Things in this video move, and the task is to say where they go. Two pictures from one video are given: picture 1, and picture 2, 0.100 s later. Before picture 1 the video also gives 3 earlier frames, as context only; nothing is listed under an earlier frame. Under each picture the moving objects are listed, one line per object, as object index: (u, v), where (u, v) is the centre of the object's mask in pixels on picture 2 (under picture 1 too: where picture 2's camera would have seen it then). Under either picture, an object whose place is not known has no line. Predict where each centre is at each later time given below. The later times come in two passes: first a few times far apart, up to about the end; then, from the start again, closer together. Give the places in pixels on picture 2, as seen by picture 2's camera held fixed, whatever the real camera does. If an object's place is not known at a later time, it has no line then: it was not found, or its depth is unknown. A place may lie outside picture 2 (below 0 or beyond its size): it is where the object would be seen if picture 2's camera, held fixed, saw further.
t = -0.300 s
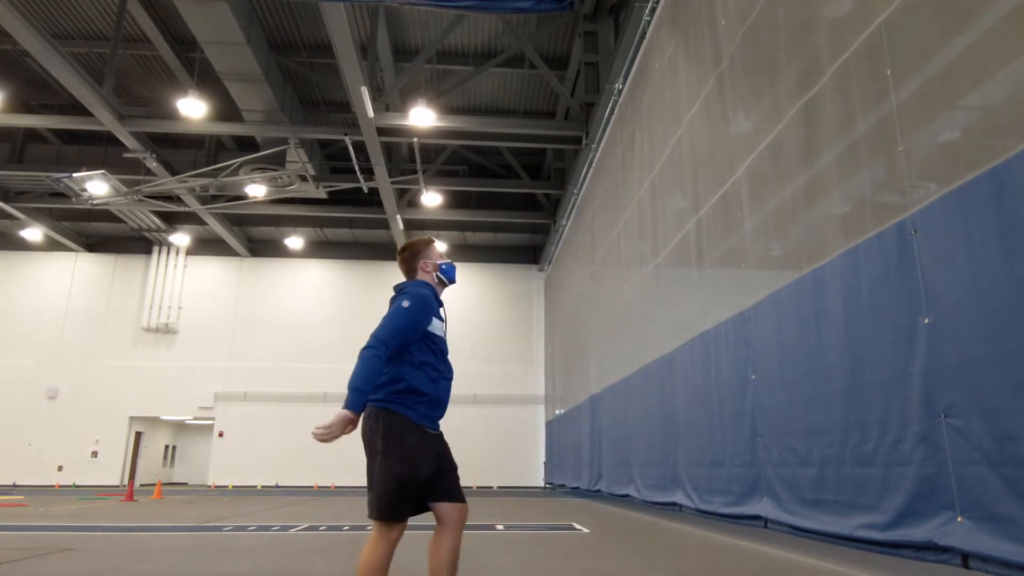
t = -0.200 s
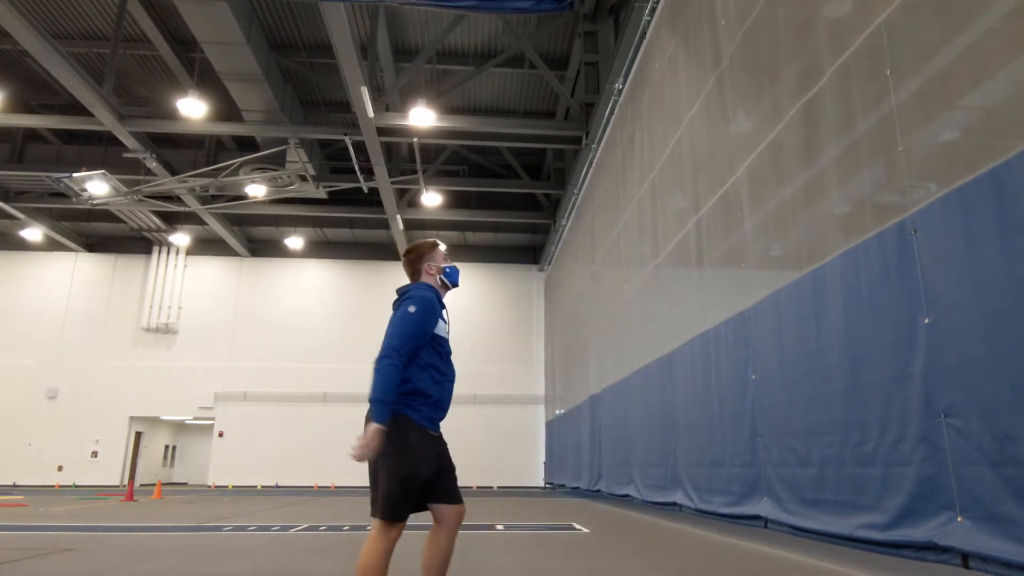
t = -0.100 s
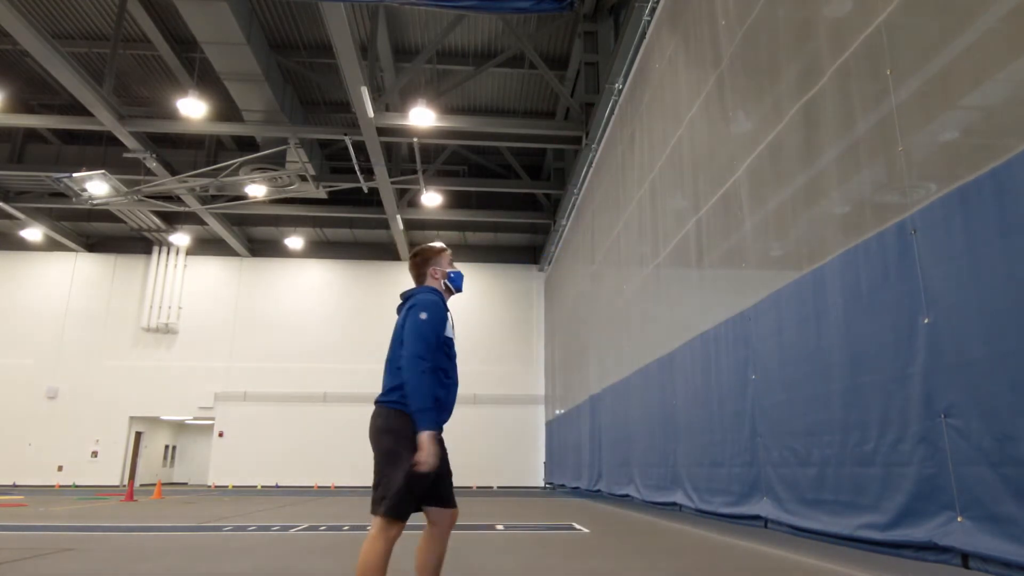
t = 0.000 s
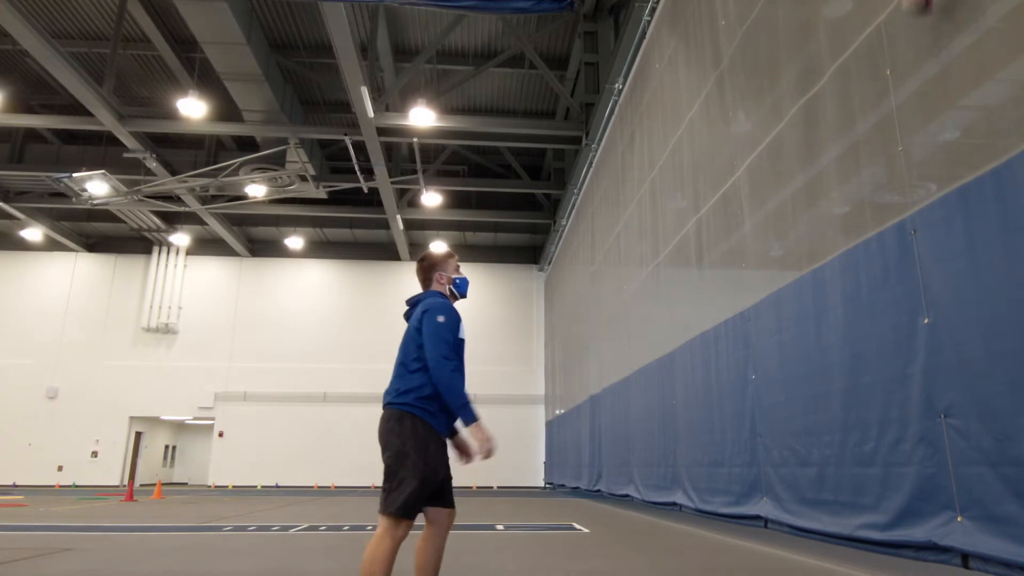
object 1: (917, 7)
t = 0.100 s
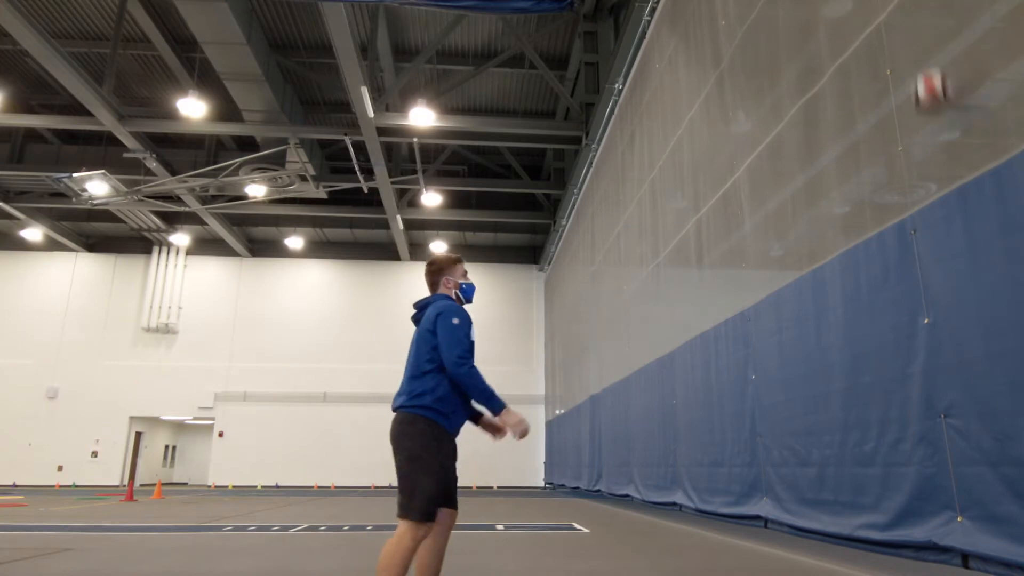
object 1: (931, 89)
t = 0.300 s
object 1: (967, 355)
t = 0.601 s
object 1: (966, 412)
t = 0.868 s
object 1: (921, 222)
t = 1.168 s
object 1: (895, 151)
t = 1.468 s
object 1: (888, 214)
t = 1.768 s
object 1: (904, 445)
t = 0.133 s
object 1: (934, 127)
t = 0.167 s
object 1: (940, 167)
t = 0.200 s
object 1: (947, 210)
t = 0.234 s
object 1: (953, 254)
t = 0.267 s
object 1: (960, 304)
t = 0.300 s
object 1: (967, 355)
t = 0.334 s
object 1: (974, 412)
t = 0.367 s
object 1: (985, 473)
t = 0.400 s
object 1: (998, 541)
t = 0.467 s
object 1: (999, 559)
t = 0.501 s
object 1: (990, 521)
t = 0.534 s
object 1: (981, 482)
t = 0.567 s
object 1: (973, 445)
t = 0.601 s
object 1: (966, 412)
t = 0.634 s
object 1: (959, 381)
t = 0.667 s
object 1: (952, 352)
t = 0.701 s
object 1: (946, 325)
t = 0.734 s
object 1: (940, 300)
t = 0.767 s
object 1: (935, 278)
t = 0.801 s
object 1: (930, 257)
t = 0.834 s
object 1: (926, 239)
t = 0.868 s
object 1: (921, 222)
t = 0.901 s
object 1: (918, 207)
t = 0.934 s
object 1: (914, 194)
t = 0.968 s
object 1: (911, 183)
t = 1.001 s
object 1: (907, 173)
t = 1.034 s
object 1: (904, 166)
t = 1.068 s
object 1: (901, 160)
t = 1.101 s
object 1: (899, 155)
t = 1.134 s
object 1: (897, 152)
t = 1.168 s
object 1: (895, 151)
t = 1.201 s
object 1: (893, 151)
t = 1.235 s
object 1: (892, 153)
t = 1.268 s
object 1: (891, 156)
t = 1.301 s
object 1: (890, 161)
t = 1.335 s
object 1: (889, 168)
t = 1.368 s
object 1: (889, 176)
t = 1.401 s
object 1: (889, 187)
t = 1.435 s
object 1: (889, 199)
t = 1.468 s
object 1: (888, 214)
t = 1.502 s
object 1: (888, 230)
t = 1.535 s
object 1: (888, 246)
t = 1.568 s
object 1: (889, 267)
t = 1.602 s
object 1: (890, 290)
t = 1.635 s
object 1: (892, 315)
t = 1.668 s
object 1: (894, 343)
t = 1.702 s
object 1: (897, 373)
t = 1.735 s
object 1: (900, 408)
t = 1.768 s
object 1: (904, 445)
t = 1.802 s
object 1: (908, 485)
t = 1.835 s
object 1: (912, 532)
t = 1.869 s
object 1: (916, 563)
